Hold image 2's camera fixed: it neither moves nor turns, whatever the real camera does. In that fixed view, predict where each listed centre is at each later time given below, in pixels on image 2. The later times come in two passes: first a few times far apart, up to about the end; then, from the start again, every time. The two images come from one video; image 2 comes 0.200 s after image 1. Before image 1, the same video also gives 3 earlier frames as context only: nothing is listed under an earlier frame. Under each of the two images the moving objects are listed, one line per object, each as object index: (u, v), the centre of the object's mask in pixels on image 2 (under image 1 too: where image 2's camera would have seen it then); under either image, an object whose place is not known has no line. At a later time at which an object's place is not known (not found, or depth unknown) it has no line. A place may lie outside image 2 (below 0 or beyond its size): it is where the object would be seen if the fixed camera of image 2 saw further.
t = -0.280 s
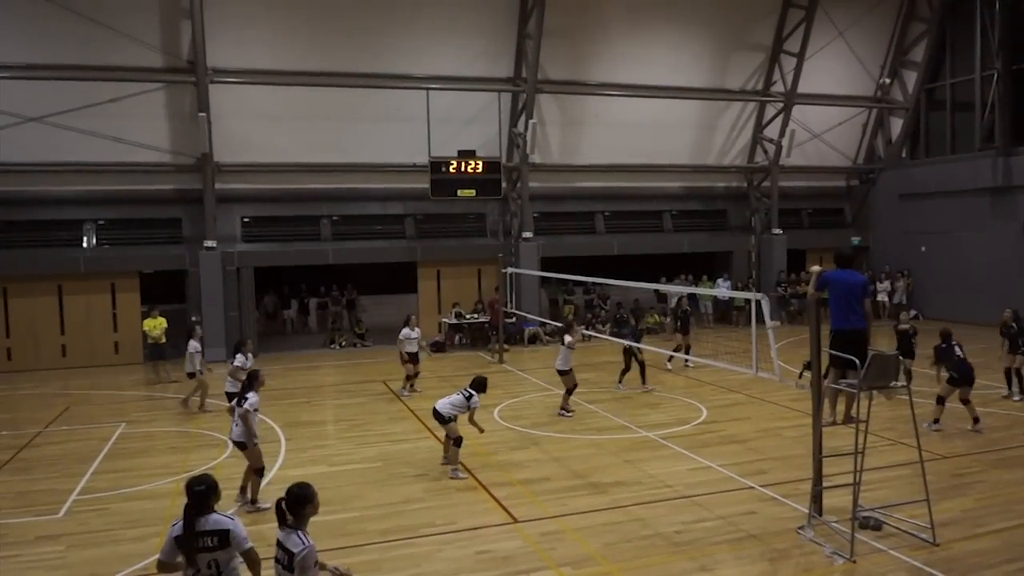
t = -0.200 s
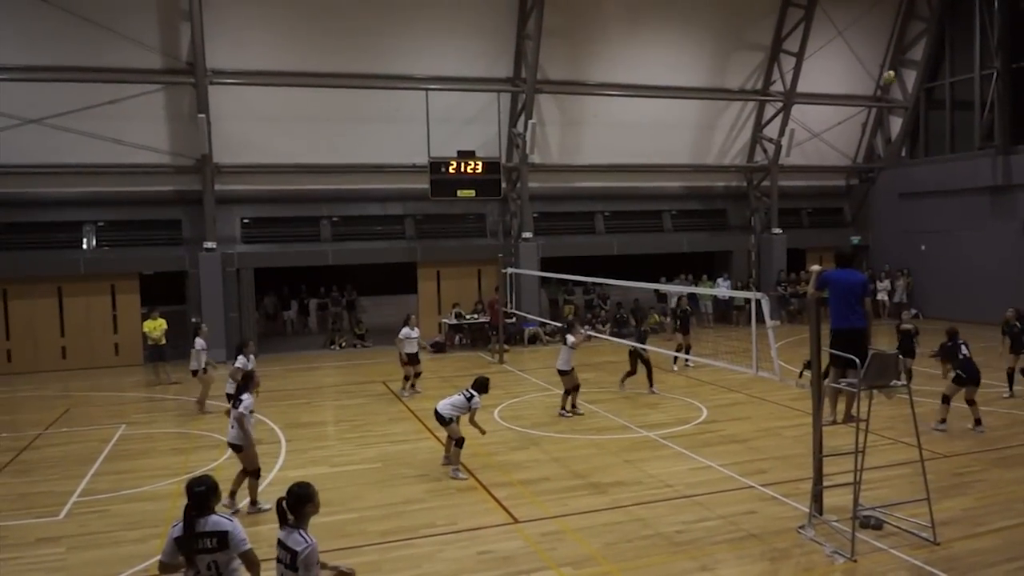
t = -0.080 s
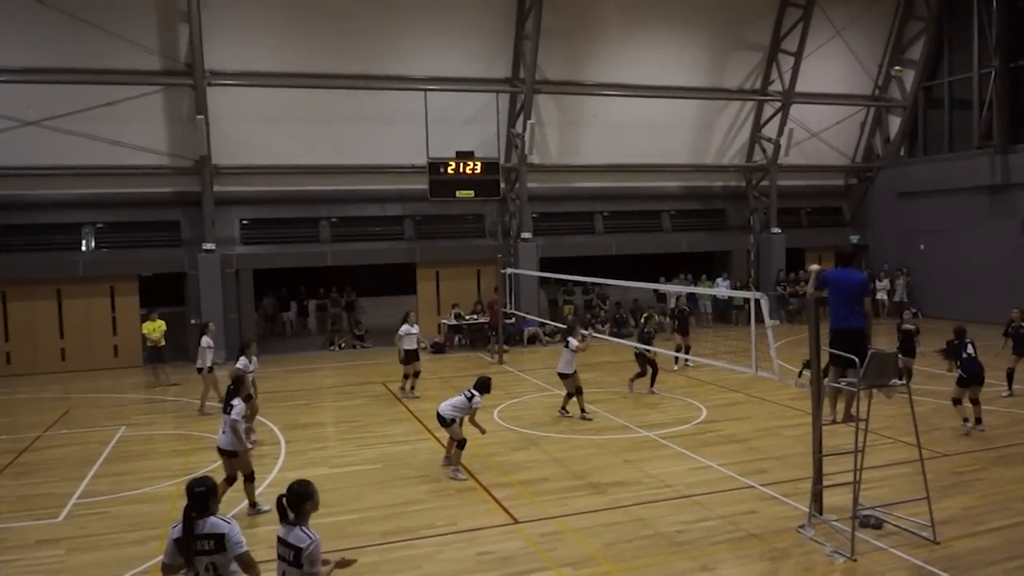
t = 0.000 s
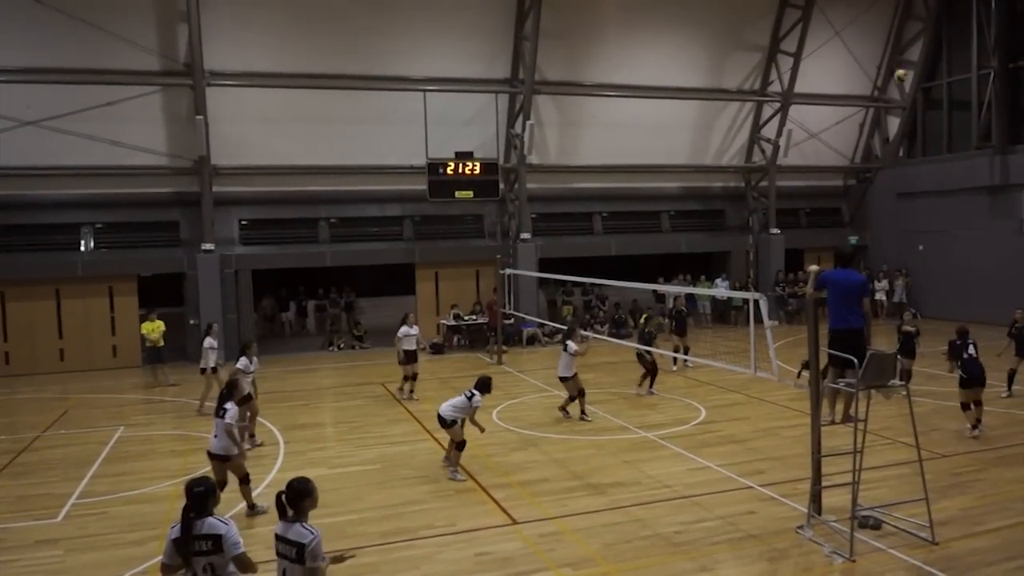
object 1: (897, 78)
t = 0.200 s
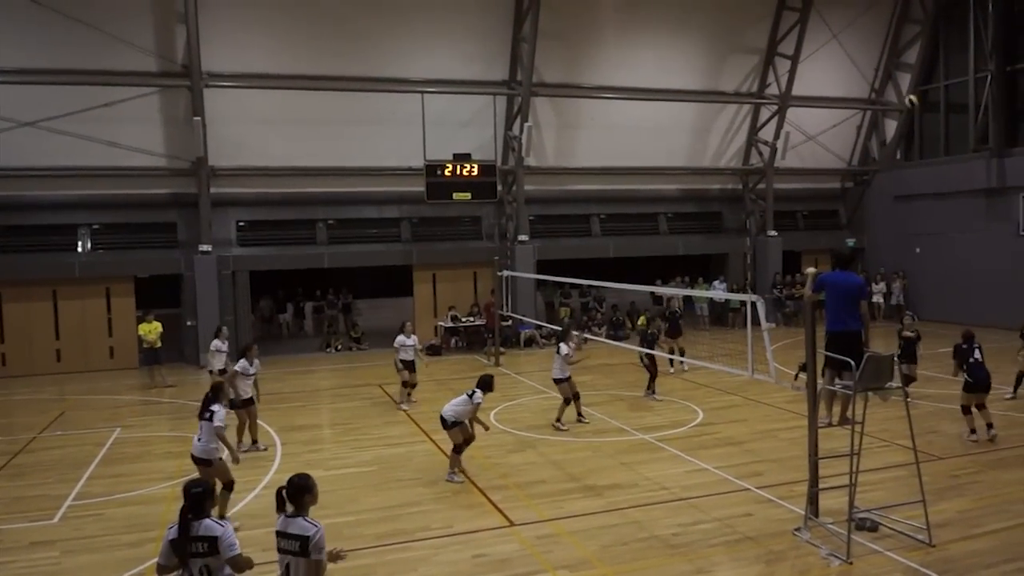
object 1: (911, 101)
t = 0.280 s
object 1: (917, 117)
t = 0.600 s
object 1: (940, 226)
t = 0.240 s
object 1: (914, 107)
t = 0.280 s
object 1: (917, 117)
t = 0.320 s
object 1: (919, 127)
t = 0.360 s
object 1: (922, 139)
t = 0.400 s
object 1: (925, 150)
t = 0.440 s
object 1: (929, 162)
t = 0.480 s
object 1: (931, 178)
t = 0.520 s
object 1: (934, 193)
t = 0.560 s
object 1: (936, 209)
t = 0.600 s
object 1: (940, 226)
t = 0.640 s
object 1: (942, 246)
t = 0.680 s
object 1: (944, 266)
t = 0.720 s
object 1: (947, 286)
